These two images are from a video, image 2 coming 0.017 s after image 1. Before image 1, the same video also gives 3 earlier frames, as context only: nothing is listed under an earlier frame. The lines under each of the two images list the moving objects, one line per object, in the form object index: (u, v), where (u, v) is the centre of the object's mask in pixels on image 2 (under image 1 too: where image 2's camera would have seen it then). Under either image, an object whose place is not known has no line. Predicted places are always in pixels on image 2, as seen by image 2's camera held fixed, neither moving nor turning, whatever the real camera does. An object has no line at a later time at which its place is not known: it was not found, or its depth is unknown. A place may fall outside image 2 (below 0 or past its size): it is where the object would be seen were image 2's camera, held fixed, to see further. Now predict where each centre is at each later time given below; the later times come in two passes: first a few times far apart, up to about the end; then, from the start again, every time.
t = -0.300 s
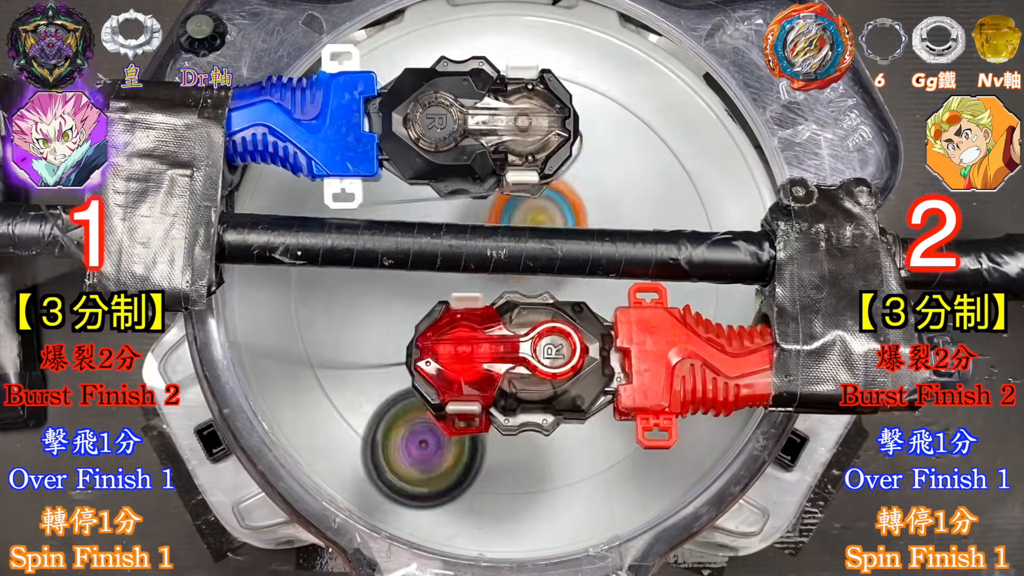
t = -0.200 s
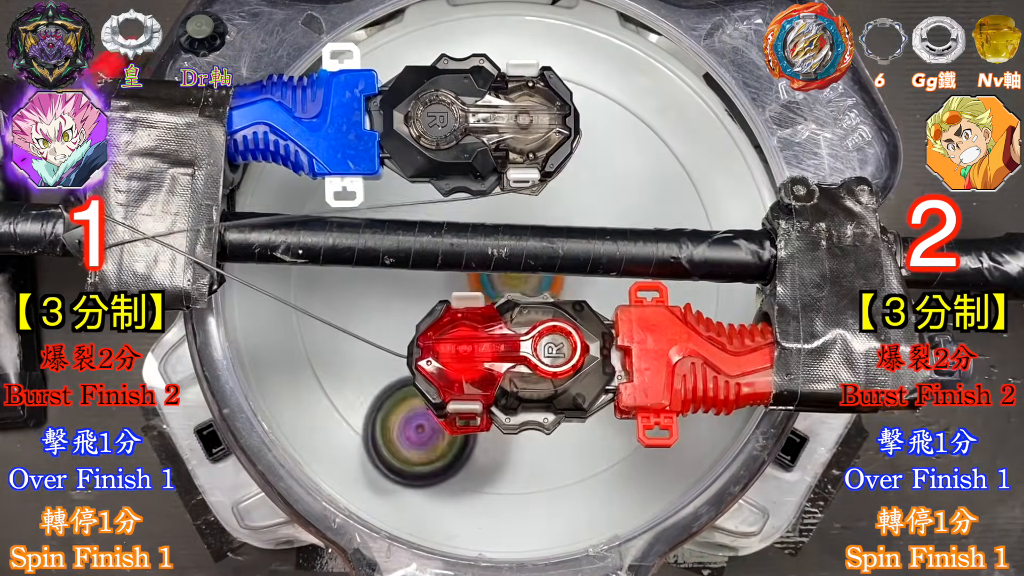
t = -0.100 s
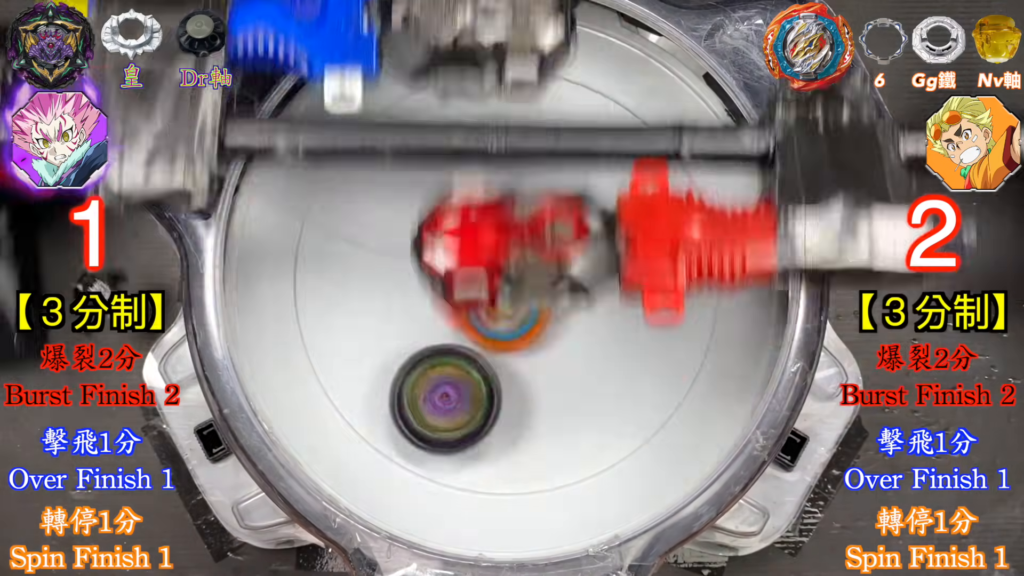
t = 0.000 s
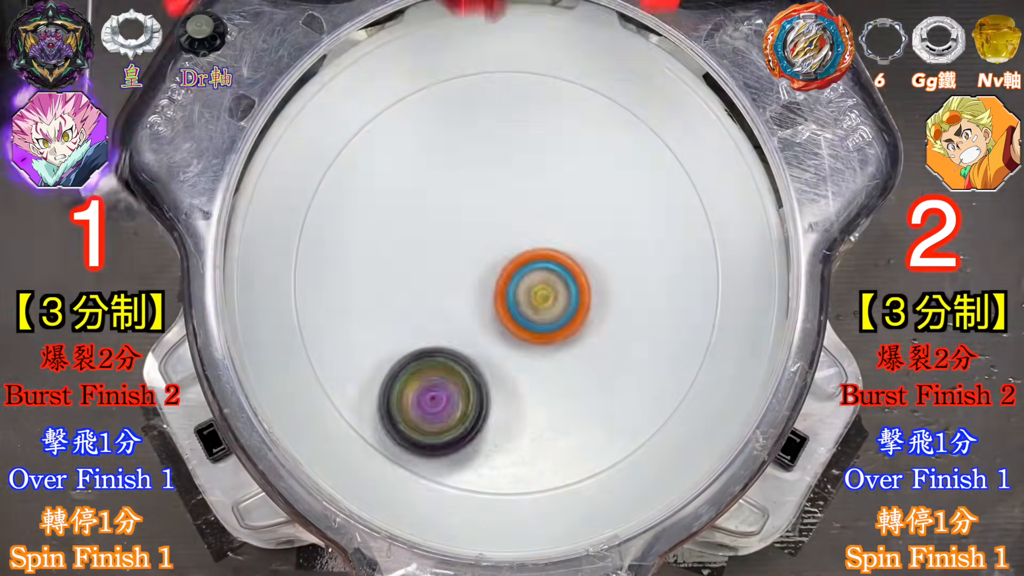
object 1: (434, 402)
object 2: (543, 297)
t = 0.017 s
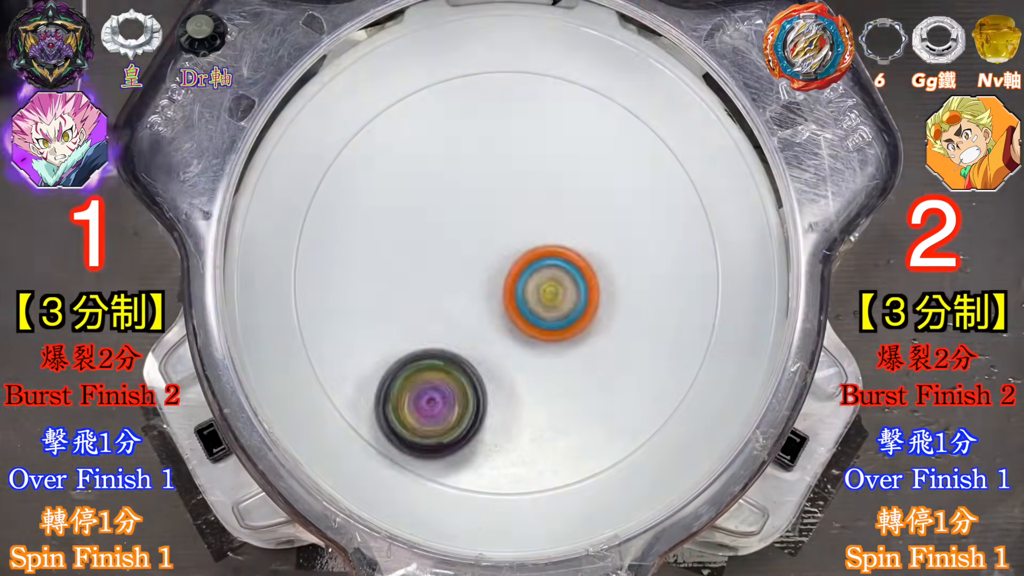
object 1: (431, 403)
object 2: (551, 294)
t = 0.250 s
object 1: (422, 436)
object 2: (595, 212)
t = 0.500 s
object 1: (515, 353)
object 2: (459, 212)
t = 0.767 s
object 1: (558, 304)
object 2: (332, 280)
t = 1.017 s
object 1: (370, 255)
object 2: (544, 484)
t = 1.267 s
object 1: (329, 415)
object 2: (723, 148)
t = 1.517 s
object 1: (612, 482)
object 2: (579, 286)
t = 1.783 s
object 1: (678, 87)
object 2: (432, 413)
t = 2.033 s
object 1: (279, 325)
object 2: (518, 379)
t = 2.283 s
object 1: (610, 484)
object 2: (555, 283)
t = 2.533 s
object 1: (610, 64)
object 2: (386, 213)
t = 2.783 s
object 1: (261, 216)
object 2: (328, 371)
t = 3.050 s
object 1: (589, 255)
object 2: (574, 527)
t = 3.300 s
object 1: (656, 86)
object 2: (518, 306)
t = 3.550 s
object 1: (473, 123)
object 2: (408, 230)
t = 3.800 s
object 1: (554, 143)
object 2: (310, 411)
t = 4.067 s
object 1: (580, 165)
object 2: (486, 355)
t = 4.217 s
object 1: (592, 154)
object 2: (521, 281)
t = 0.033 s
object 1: (427, 405)
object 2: (560, 290)
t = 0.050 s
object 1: (423, 409)
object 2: (569, 286)
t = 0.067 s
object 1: (420, 412)
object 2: (576, 282)
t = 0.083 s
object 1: (419, 413)
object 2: (582, 277)
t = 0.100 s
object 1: (417, 415)
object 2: (588, 272)
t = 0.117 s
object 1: (414, 418)
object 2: (593, 267)
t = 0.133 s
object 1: (413, 422)
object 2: (598, 261)
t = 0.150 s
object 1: (414, 424)
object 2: (601, 255)
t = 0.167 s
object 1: (413, 425)
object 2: (604, 248)
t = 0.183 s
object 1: (412, 428)
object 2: (604, 241)
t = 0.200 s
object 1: (414, 431)
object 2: (604, 233)
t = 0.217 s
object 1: (418, 433)
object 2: (602, 226)
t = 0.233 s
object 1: (420, 433)
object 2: (599, 219)
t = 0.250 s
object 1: (422, 436)
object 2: (595, 212)
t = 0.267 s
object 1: (428, 439)
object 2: (591, 205)
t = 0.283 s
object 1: (434, 437)
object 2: (585, 198)
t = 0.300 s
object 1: (438, 438)
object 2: (578, 191)
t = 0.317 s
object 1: (445, 440)
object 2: (568, 185)
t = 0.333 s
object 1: (454, 438)
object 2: (559, 181)
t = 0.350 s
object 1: (461, 435)
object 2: (549, 178)
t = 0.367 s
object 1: (468, 433)
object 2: (539, 176)
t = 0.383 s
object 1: (478, 429)
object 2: (528, 175)
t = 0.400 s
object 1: (486, 422)
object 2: (518, 175)
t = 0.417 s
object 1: (491, 415)
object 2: (507, 176)
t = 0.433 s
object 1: (500, 407)
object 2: (495, 181)
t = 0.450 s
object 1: (505, 393)
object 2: (484, 187)
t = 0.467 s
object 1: (508, 382)
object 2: (475, 194)
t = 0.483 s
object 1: (513, 370)
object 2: (466, 203)
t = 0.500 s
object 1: (515, 353)
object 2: (459, 212)
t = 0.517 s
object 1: (514, 339)
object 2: (452, 222)
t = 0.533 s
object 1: (516, 325)
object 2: (444, 233)
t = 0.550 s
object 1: (515, 311)
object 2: (438, 244)
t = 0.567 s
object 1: (526, 316)
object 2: (423, 239)
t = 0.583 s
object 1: (538, 318)
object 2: (410, 235)
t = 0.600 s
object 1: (544, 321)
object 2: (398, 231)
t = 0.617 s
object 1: (554, 324)
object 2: (385, 228)
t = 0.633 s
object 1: (559, 324)
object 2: (374, 228)
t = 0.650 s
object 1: (564, 326)
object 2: (365, 229)
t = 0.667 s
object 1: (568, 324)
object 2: (357, 232)
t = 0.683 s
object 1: (568, 324)
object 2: (350, 234)
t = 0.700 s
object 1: (571, 321)
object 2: (343, 241)
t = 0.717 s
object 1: (568, 317)
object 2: (338, 249)
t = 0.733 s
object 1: (568, 314)
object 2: (335, 258)
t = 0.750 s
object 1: (563, 307)
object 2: (334, 268)
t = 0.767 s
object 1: (558, 304)
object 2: (332, 280)
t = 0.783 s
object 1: (552, 295)
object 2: (333, 295)
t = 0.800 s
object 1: (543, 290)
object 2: (336, 310)
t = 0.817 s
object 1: (535, 282)
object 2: (342, 325)
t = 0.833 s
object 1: (522, 276)
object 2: (347, 341)
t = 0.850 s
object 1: (512, 269)
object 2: (354, 358)
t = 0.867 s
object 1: (497, 264)
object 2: (365, 376)
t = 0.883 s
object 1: (486, 259)
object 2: (378, 393)
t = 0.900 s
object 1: (470, 254)
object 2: (392, 408)
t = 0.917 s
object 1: (457, 251)
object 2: (408, 425)
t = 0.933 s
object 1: (441, 249)
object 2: (427, 441)
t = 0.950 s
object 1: (428, 248)
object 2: (448, 455)
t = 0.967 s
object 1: (411, 247)
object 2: (470, 467)
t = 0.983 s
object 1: (398, 249)
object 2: (492, 478)
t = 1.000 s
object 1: (382, 250)
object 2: (518, 485)
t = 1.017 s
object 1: (370, 255)
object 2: (544, 484)
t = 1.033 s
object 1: (355, 258)
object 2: (569, 483)
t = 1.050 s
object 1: (345, 265)
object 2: (593, 481)
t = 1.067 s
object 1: (332, 271)
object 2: (622, 475)
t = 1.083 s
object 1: (323, 280)
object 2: (646, 465)
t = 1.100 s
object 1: (313, 287)
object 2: (669, 454)
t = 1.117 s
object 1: (307, 299)
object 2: (688, 433)
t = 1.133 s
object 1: (300, 309)
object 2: (703, 408)
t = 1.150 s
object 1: (301, 320)
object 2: (717, 381)
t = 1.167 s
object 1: (298, 332)
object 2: (731, 352)
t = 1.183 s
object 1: (302, 344)
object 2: (741, 320)
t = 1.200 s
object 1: (303, 357)
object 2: (747, 288)
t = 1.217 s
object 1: (310, 369)
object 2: (746, 252)
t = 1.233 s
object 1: (313, 385)
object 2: (741, 218)
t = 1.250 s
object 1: (321, 397)
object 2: (735, 184)
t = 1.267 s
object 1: (329, 415)
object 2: (723, 148)
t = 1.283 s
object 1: (339, 427)
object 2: (707, 117)
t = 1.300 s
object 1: (352, 444)
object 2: (691, 89)
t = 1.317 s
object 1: (363, 457)
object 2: (684, 81)
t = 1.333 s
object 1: (380, 471)
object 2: (687, 94)
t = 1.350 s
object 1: (394, 482)
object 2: (688, 108)
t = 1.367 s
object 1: (414, 492)
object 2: (687, 125)
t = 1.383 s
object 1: (431, 501)
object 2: (681, 143)
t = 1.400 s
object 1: (452, 506)
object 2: (671, 163)
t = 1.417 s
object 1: (475, 511)
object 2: (664, 182)
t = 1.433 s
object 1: (495, 512)
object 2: (651, 201)
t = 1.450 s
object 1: (520, 511)
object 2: (639, 220)
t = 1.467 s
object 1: (542, 509)
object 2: (624, 237)
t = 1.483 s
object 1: (566, 501)
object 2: (610, 255)
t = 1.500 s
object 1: (590, 494)
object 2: (593, 270)
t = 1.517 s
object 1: (612, 482)
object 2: (579, 286)
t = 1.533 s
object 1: (637, 468)
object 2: (563, 300)
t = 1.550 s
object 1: (657, 453)
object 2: (549, 315)
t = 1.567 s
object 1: (677, 432)
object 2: (534, 326)
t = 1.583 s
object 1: (696, 412)
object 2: (521, 338)
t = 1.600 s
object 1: (710, 390)
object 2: (509, 347)
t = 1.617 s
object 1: (724, 363)
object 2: (496, 359)
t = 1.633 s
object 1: (735, 339)
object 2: (485, 366)
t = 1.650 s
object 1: (738, 311)
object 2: (474, 376)
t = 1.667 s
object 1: (741, 280)
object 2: (466, 382)
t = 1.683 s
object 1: (741, 252)
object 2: (457, 390)
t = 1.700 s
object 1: (736, 222)
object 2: (451, 395)
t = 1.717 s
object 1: (730, 190)
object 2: (444, 400)
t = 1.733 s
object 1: (722, 164)
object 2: (440, 404)
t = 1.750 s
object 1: (709, 135)
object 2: (435, 408)
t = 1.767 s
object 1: (694, 107)
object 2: (435, 410)
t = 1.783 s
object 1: (678, 87)
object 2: (432, 413)
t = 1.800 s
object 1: (664, 85)
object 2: (435, 415)
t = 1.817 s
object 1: (644, 89)
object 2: (435, 417)
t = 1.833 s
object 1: (619, 101)
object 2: (440, 417)
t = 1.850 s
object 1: (593, 116)
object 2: (442, 418)
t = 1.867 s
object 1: (565, 131)
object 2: (448, 417)
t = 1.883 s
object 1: (534, 145)
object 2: (453, 416)
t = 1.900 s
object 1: (506, 161)
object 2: (460, 413)
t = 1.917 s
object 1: (476, 178)
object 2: (465, 411)
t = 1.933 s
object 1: (443, 195)
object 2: (473, 407)
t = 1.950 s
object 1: (411, 211)
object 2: (480, 404)
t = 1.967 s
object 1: (380, 229)
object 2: (489, 398)
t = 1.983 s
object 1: (350, 252)
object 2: (496, 395)
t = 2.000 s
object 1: (318, 277)
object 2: (504, 389)
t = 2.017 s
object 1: (292, 301)
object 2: (511, 385)
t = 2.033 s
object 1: (279, 325)
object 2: (518, 379)
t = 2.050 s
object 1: (279, 348)
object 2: (524, 374)
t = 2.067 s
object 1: (294, 371)
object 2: (530, 367)
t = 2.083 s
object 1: (310, 393)
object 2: (536, 362)
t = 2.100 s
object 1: (329, 414)
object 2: (541, 355)
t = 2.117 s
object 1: (350, 435)
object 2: (547, 350)
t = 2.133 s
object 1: (375, 454)
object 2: (551, 343)
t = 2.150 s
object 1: (403, 474)
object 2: (555, 337)
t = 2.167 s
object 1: (432, 490)
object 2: (557, 330)
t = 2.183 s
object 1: (463, 504)
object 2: (561, 323)
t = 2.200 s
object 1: (493, 512)
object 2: (561, 316)
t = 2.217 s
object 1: (524, 517)
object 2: (563, 310)
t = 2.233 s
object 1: (554, 518)
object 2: (561, 303)
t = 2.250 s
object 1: (585, 513)
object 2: (561, 296)
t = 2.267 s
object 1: (603, 502)
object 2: (557, 290)
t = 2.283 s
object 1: (610, 484)
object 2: (555, 283)
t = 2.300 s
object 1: (615, 457)
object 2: (550, 279)
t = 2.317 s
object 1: (619, 425)
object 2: (546, 273)
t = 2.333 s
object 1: (622, 394)
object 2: (541, 269)
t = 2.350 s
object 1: (621, 359)
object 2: (536, 263)
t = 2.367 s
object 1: (620, 323)
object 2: (531, 261)
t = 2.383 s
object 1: (618, 288)
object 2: (522, 256)
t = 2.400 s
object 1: (623, 256)
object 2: (507, 249)
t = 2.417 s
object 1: (633, 227)
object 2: (489, 240)
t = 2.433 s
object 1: (639, 198)
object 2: (472, 232)
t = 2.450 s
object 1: (642, 169)
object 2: (455, 227)
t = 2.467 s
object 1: (644, 141)
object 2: (439, 221)
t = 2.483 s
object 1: (642, 113)
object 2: (425, 218)
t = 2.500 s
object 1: (639, 85)
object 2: (411, 215)
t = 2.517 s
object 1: (628, 68)
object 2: (400, 213)
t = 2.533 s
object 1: (610, 64)
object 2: (386, 213)
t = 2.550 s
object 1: (589, 62)
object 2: (374, 213)
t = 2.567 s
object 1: (567, 60)
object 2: (361, 217)
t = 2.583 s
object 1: (544, 60)
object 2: (351, 221)
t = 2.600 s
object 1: (519, 61)
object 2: (341, 230)
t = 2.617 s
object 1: (493, 63)
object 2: (331, 237)
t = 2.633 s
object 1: (466, 67)
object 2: (323, 247)
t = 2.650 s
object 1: (440, 75)
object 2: (315, 258)
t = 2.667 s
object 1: (413, 84)
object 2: (308, 270)
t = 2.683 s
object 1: (387, 97)
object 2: (304, 286)
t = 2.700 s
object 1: (361, 111)
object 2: (305, 300)
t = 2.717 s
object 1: (335, 127)
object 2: (310, 315)
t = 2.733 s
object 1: (311, 147)
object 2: (312, 329)
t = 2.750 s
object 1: (291, 169)
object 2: (317, 343)
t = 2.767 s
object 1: (274, 193)
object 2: (322, 358)
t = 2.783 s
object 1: (261, 216)
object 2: (328, 371)
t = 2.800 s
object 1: (263, 233)
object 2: (338, 383)
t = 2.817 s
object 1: (275, 246)
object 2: (346, 394)
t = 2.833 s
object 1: (294, 259)
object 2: (357, 403)
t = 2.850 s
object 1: (316, 273)
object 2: (368, 413)
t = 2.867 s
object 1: (338, 289)
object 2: (380, 421)
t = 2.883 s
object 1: (361, 306)
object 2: (394, 427)
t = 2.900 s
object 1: (385, 325)
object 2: (405, 432)
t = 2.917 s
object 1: (410, 327)
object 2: (421, 454)
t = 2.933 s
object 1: (434, 321)
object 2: (439, 477)
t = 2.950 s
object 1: (460, 315)
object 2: (459, 498)
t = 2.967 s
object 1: (484, 306)
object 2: (481, 513)
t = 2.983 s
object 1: (507, 297)
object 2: (499, 522)
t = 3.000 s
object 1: (528, 289)
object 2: (519, 529)
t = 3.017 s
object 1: (549, 279)
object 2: (539, 529)
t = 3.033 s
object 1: (569, 268)
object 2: (556, 529)
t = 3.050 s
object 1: (589, 255)
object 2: (574, 527)
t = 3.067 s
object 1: (605, 241)
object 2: (588, 525)
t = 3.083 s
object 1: (619, 228)
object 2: (586, 520)
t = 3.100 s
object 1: (632, 215)
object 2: (583, 513)
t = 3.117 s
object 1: (645, 202)
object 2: (576, 503)
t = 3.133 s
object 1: (656, 189)
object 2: (571, 489)
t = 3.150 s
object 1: (664, 174)
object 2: (564, 472)
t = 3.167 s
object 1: (669, 160)
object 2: (557, 453)
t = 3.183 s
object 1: (672, 147)
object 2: (552, 436)
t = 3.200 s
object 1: (674, 136)
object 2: (546, 416)
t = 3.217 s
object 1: (677, 124)
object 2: (540, 397)
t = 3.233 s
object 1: (676, 112)
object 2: (537, 377)
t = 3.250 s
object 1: (672, 102)
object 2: (531, 360)
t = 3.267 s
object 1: (668, 94)
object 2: (527, 341)
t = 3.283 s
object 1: (662, 87)
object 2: (522, 324)
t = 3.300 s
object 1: (656, 86)
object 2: (518, 306)
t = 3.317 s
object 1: (647, 87)
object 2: (513, 292)
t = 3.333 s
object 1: (636, 89)
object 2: (509, 276)
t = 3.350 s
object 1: (624, 94)
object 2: (504, 263)
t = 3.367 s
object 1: (613, 97)
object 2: (501, 249)
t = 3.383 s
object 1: (599, 100)
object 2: (496, 239)
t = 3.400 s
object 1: (583, 106)
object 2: (492, 228)
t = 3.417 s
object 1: (566, 111)
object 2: (487, 220)
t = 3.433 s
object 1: (550, 116)
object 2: (483, 211)
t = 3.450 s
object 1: (531, 121)
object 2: (478, 206)
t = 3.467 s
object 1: (520, 120)
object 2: (465, 209)
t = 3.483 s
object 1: (512, 116)
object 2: (453, 213)
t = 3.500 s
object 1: (503, 112)
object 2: (438, 219)
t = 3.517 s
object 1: (492, 114)
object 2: (427, 223)
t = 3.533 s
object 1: (482, 118)
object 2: (415, 226)
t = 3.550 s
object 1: (473, 123)
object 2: (408, 230)
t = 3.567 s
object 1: (462, 129)
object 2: (399, 234)
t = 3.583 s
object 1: (451, 141)
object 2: (393, 237)
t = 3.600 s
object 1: (444, 153)
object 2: (388, 240)
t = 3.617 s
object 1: (440, 164)
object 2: (381, 246)
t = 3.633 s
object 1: (450, 161)
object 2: (363, 264)
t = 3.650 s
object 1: (464, 159)
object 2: (344, 281)
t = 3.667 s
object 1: (478, 156)
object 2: (328, 299)
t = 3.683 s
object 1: (489, 153)
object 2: (316, 316)
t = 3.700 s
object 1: (501, 152)
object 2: (306, 334)
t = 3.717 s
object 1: (513, 149)
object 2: (301, 350)
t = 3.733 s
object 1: (522, 147)
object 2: (298, 366)
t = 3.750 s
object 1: (531, 147)
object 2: (298, 381)
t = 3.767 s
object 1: (542, 144)
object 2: (300, 392)
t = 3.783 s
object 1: (548, 142)
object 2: (303, 402)
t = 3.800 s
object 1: (554, 143)
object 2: (310, 411)
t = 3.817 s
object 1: (561, 141)
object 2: (317, 418)
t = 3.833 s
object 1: (565, 139)
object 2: (325, 422)
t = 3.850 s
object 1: (569, 141)
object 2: (334, 426)
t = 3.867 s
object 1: (575, 140)
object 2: (344, 427)
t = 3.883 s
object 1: (577, 140)
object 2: (355, 425)
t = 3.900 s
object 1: (579, 142)
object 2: (366, 424)
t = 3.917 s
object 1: (583, 143)
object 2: (379, 420)
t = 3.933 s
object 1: (583, 143)
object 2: (392, 417)
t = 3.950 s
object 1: (584, 147)
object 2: (405, 413)
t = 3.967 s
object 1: (585, 148)
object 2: (417, 407)
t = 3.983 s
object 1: (584, 150)
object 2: (429, 401)
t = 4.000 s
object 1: (584, 154)
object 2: (441, 393)
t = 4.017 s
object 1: (584, 156)
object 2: (453, 385)
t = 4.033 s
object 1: (582, 159)
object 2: (465, 376)
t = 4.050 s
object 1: (581, 163)
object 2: (476, 366)
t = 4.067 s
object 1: (580, 165)
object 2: (486, 355)
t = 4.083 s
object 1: (576, 167)
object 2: (497, 345)
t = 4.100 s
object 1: (575, 172)
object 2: (506, 334)
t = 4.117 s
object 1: (573, 172)
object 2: (514, 323)
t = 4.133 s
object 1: (570, 175)
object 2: (520, 311)
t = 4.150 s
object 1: (569, 179)
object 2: (527, 299)
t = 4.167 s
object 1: (568, 180)
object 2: (532, 287)
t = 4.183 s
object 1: (567, 182)
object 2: (536, 277)
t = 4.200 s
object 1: (578, 174)
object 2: (532, 277)
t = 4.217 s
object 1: (592, 154)
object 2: (521, 281)
